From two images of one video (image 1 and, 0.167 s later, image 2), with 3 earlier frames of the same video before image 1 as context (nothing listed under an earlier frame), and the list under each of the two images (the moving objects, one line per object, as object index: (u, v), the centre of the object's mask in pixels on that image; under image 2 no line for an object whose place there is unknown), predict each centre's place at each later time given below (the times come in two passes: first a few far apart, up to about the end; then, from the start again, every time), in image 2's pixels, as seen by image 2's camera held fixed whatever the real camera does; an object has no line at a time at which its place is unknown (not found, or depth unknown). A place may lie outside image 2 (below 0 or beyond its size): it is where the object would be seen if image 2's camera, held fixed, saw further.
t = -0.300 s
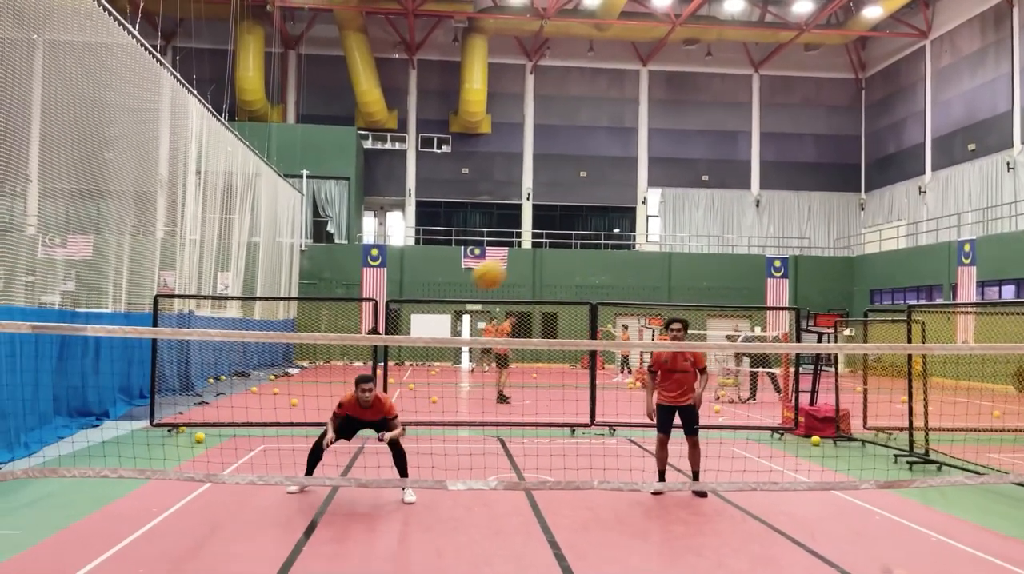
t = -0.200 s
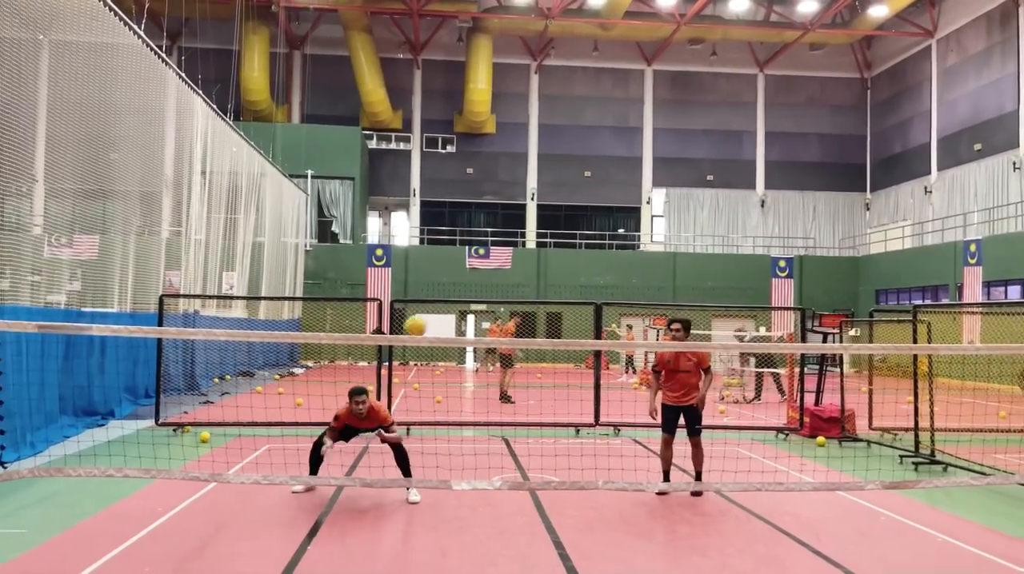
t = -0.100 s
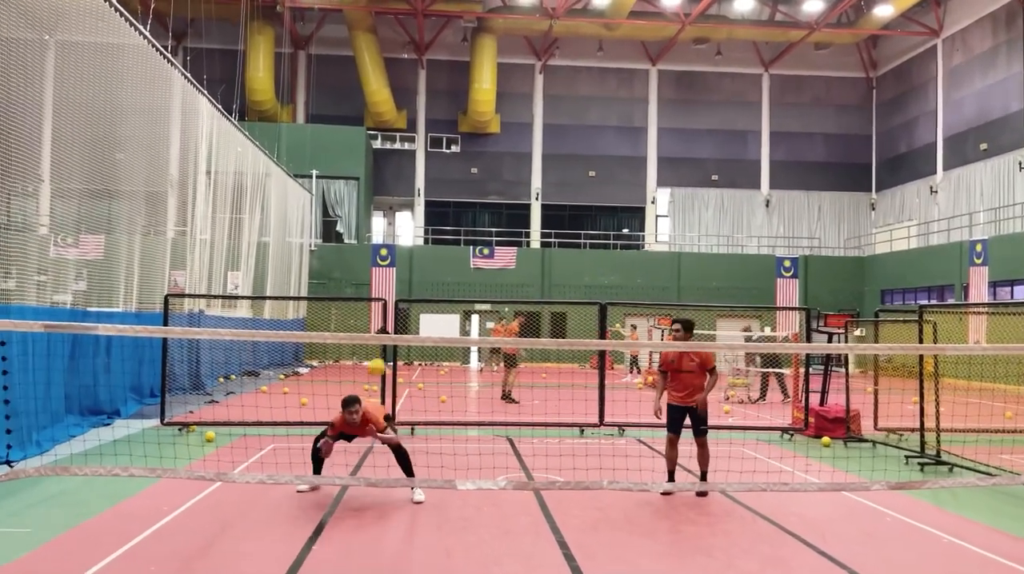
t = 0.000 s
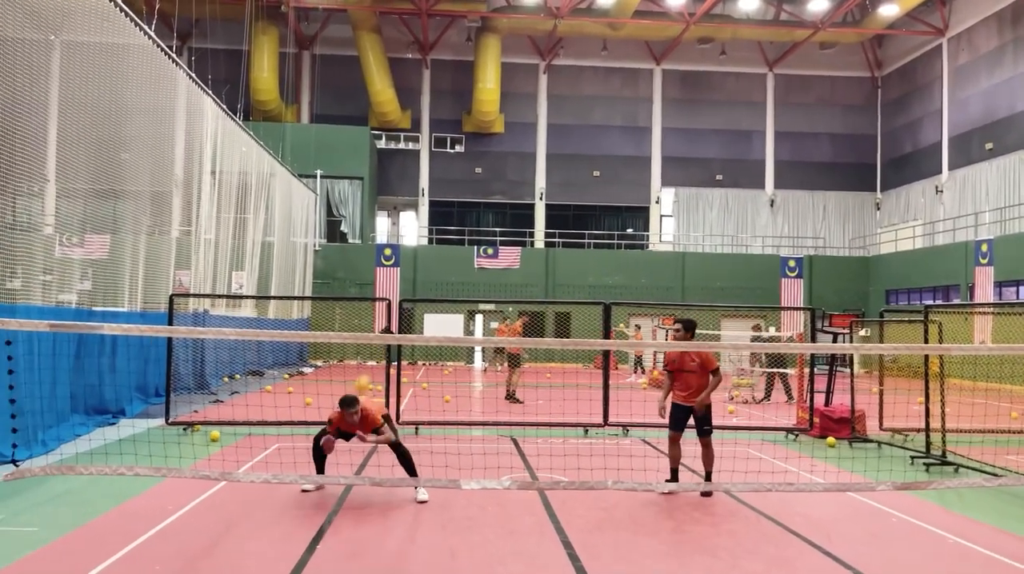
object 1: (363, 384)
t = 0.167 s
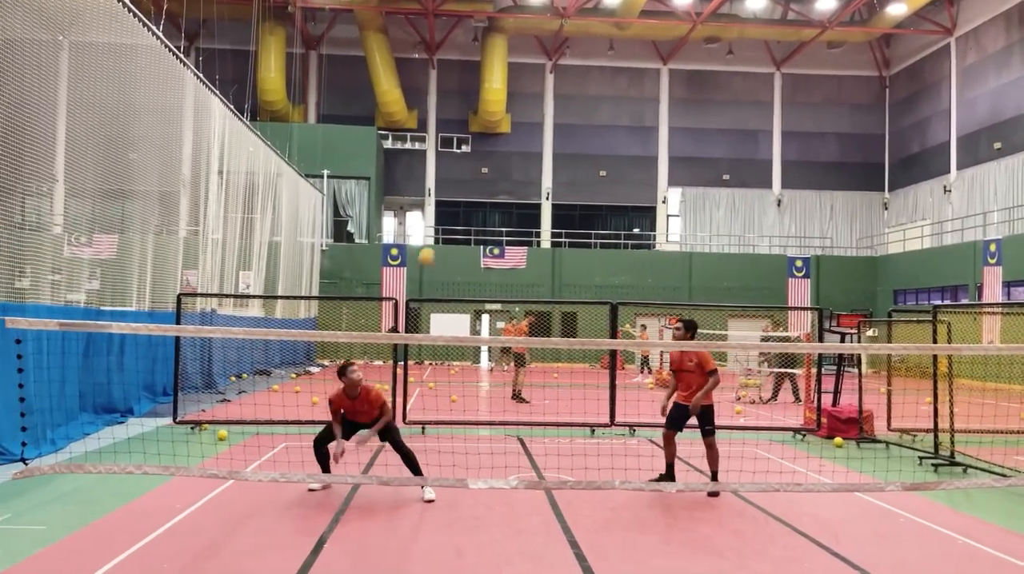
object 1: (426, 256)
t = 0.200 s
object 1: (438, 236)
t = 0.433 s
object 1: (510, 129)
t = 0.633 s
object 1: (566, 89)
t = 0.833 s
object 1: (619, 90)
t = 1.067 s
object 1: (676, 142)
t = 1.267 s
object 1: (719, 228)
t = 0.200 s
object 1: (438, 236)
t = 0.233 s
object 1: (448, 216)
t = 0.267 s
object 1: (458, 199)
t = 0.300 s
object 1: (469, 182)
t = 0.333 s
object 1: (479, 167)
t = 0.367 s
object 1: (490, 153)
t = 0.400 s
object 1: (499, 141)
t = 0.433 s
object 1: (510, 129)
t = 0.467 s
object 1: (520, 119)
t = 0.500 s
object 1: (529, 111)
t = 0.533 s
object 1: (538, 104)
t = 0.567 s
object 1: (548, 96)
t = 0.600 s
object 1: (558, 93)
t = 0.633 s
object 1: (566, 89)
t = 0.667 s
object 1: (576, 86)
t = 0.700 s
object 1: (584, 85)
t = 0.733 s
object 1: (593, 84)
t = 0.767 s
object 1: (602, 85)
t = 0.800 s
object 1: (610, 87)
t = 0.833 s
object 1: (619, 90)
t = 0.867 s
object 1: (628, 95)
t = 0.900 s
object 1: (636, 100)
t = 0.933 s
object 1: (644, 107)
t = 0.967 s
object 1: (652, 114)
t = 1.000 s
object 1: (660, 123)
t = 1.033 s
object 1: (669, 132)
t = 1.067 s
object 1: (676, 142)
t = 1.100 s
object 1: (683, 154)
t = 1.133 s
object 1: (690, 167)
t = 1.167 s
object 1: (698, 180)
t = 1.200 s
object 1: (705, 195)
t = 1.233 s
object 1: (713, 212)
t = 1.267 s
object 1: (719, 228)
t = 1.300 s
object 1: (727, 246)
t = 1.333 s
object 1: (734, 263)
